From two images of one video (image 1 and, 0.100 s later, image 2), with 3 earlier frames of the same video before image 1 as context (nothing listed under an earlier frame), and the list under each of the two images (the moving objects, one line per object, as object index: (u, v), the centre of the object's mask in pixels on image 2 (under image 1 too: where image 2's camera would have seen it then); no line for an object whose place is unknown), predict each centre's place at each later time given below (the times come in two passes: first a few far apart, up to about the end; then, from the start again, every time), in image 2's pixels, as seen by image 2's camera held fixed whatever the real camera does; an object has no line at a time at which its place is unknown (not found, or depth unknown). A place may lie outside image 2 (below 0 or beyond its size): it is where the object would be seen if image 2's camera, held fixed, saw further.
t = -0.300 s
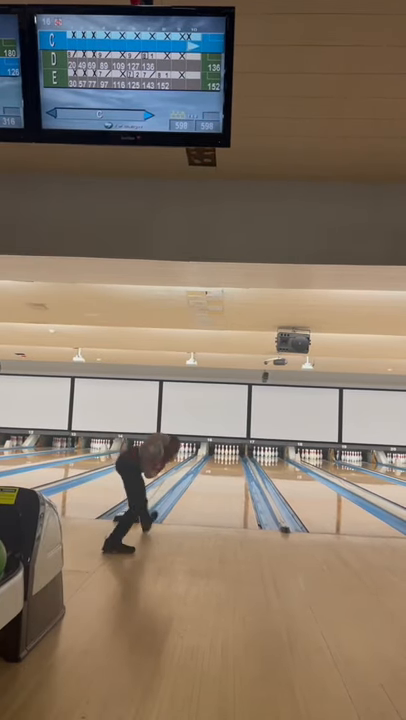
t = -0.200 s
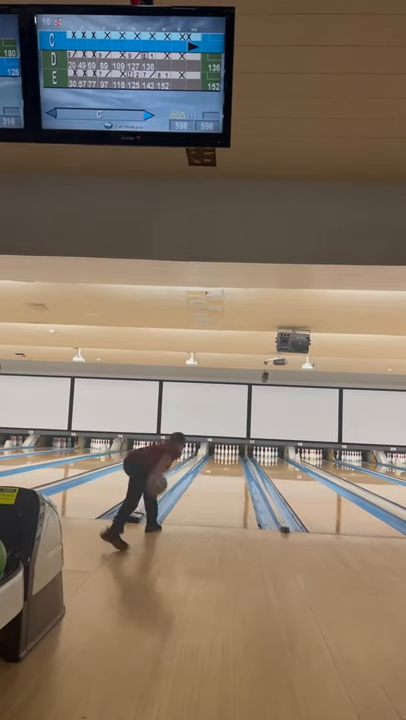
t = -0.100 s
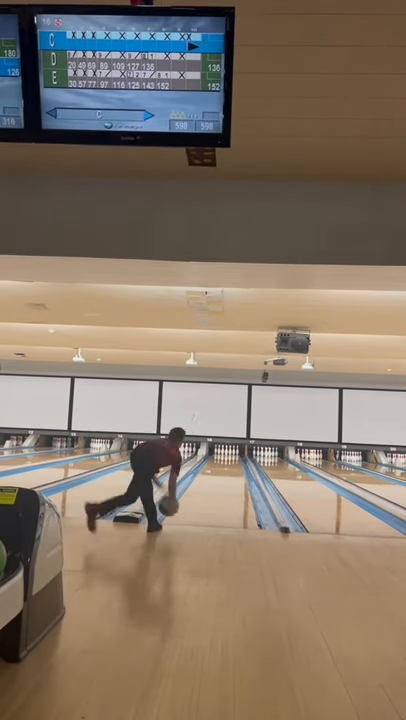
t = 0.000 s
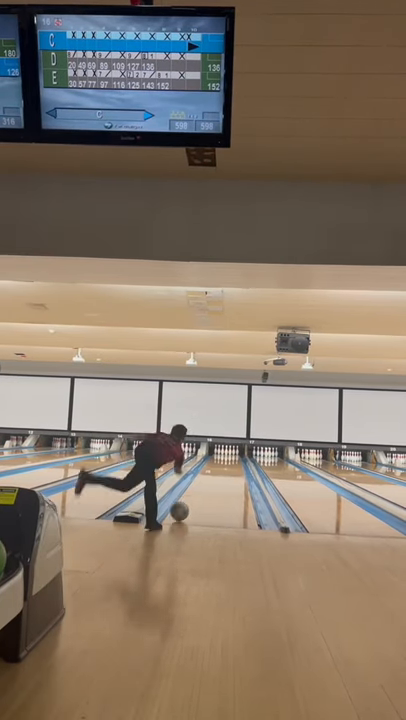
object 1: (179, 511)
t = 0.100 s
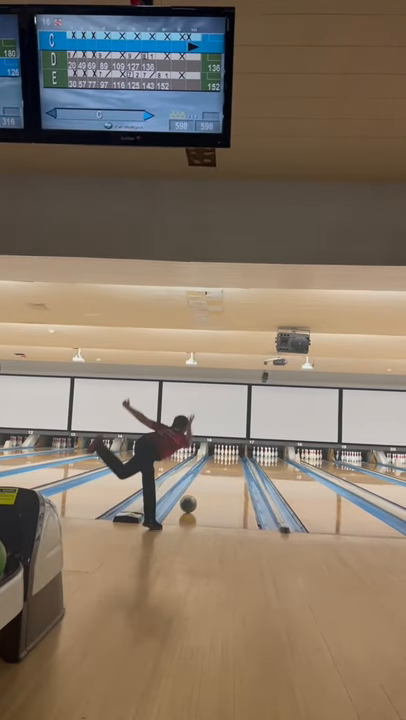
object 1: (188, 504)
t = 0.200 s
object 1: (195, 497)
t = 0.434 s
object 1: (208, 486)
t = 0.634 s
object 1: (216, 480)
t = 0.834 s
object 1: (222, 474)
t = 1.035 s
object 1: (227, 470)
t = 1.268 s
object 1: (231, 466)
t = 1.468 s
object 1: (234, 463)
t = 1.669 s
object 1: (235, 461)
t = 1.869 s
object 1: (237, 458)
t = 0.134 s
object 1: (191, 501)
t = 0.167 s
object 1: (193, 499)
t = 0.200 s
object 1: (195, 497)
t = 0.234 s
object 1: (197, 496)
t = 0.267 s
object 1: (200, 493)
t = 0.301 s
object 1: (202, 492)
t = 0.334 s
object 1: (203, 491)
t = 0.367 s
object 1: (205, 489)
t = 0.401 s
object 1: (207, 488)
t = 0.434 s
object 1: (208, 486)
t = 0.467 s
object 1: (210, 485)
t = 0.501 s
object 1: (211, 484)
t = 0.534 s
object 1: (212, 483)
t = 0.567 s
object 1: (214, 482)
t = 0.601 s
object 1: (215, 481)
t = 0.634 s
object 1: (216, 480)
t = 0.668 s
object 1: (217, 479)
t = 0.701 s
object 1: (218, 478)
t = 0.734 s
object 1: (220, 477)
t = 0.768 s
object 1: (220, 476)
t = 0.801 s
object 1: (221, 475)
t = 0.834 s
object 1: (222, 474)
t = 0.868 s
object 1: (223, 473)
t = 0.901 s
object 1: (224, 472)
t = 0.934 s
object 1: (225, 472)
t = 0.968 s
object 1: (225, 471)
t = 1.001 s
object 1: (227, 470)
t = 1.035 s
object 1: (227, 470)
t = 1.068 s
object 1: (228, 469)
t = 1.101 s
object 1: (228, 469)
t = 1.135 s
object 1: (228, 468)
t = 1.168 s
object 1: (230, 467)
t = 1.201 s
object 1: (230, 467)
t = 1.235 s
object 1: (230, 466)
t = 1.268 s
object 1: (231, 466)
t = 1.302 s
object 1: (232, 466)
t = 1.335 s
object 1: (232, 465)
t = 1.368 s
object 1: (232, 465)
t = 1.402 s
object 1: (233, 464)
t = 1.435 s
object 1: (233, 463)
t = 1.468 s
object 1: (234, 463)
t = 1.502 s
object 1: (234, 462)
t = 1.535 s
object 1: (235, 462)
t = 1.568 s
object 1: (235, 462)
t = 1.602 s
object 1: (236, 461)
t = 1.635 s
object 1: (235, 461)
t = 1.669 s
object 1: (235, 461)
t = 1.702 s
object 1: (236, 460)
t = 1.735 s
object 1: (236, 461)
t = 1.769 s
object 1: (236, 460)
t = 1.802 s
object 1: (236, 460)
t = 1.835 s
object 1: (236, 460)
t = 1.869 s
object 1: (237, 458)
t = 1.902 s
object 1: (236, 459)
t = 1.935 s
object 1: (236, 458)
